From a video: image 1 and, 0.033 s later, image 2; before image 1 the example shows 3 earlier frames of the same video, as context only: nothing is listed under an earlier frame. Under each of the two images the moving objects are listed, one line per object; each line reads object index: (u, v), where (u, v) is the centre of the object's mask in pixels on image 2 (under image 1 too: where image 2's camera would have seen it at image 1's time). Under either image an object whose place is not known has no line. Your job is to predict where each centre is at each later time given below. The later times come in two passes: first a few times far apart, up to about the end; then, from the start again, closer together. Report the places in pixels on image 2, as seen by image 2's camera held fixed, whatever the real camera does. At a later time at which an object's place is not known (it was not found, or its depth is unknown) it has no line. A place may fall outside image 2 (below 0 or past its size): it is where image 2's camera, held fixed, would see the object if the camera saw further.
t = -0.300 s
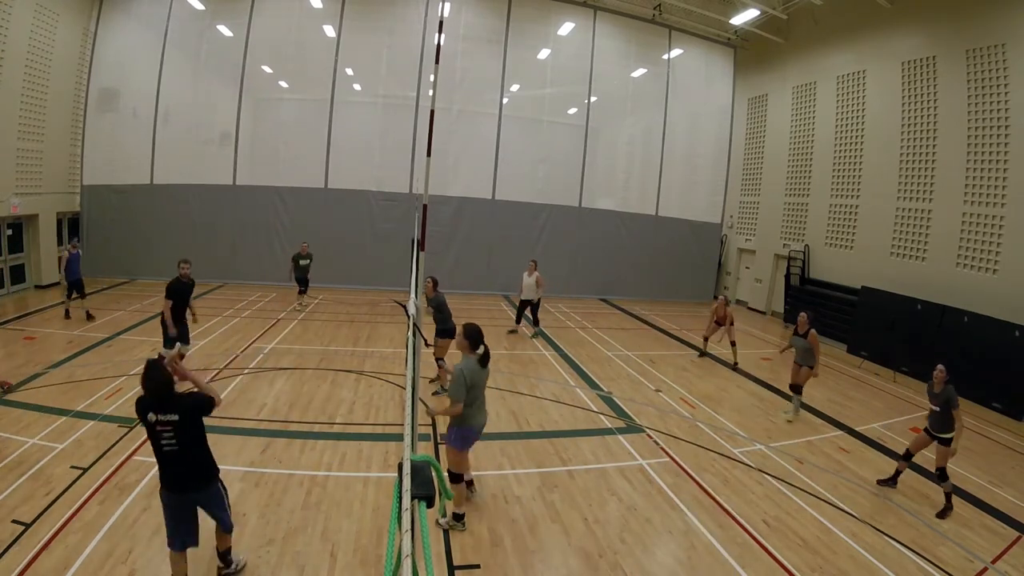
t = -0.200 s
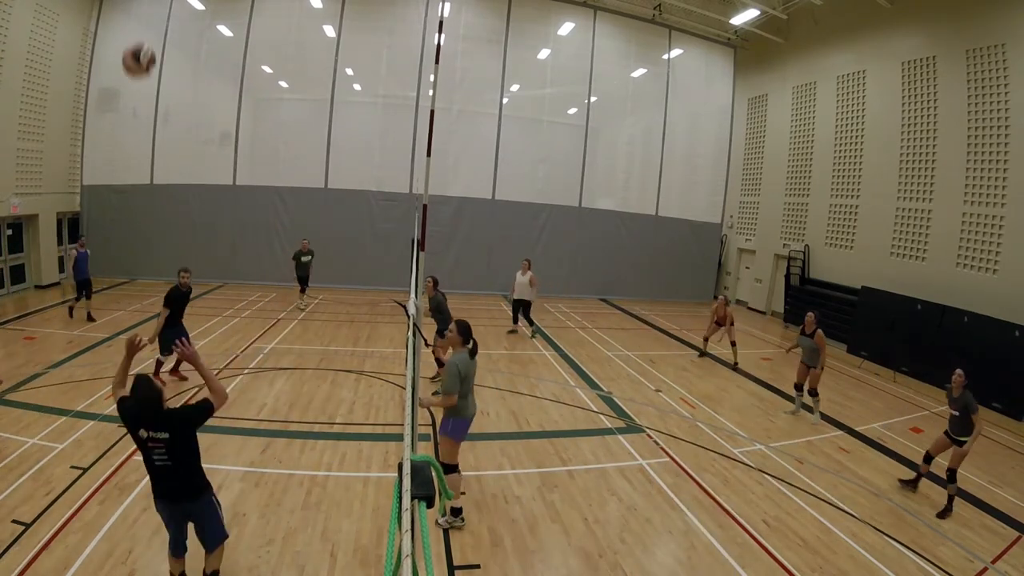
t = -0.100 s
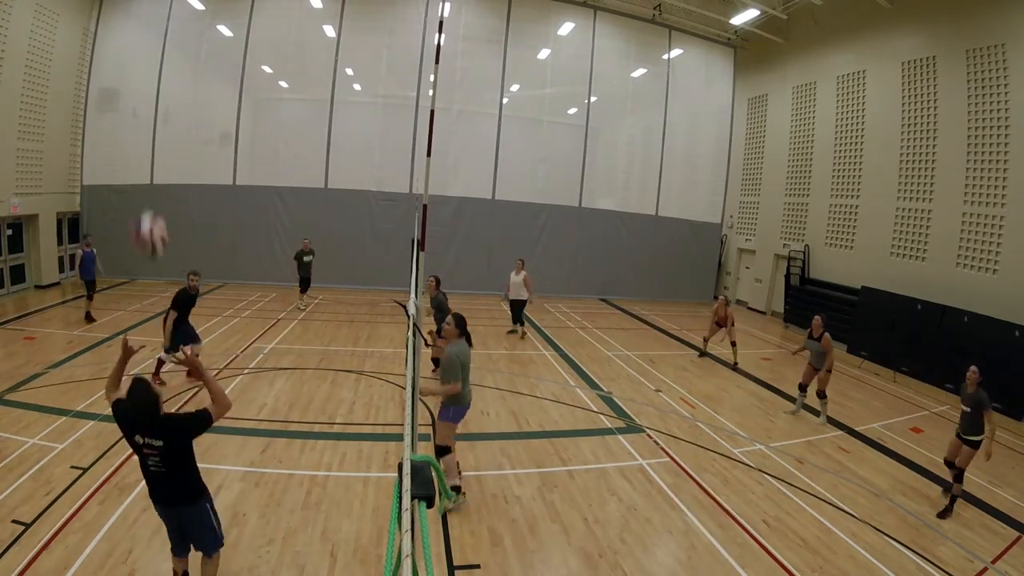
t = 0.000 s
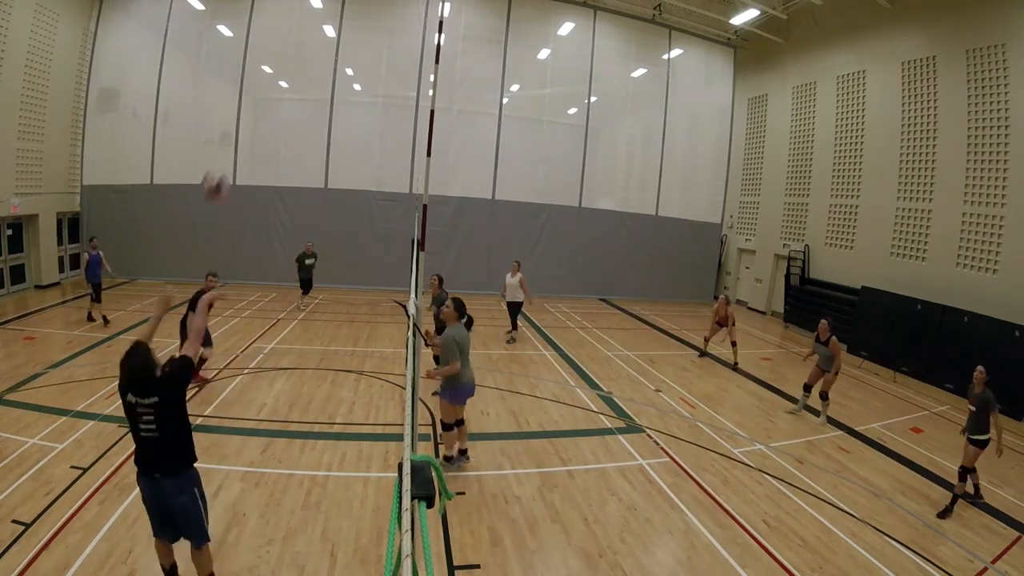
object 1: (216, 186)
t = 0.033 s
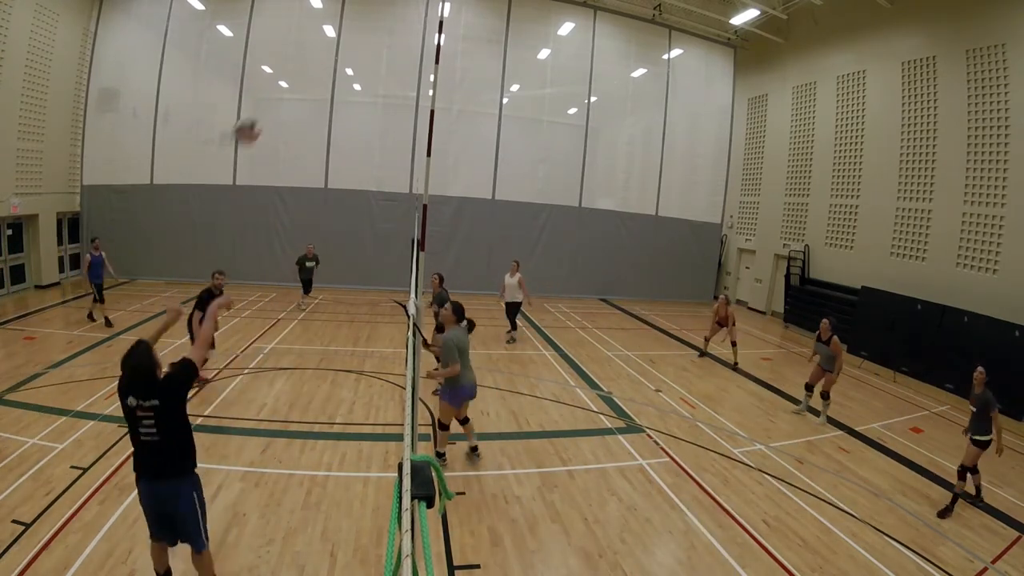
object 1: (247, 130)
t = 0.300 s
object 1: (365, 45)
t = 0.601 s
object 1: (389, 112)
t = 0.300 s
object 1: (365, 45)
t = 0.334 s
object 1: (371, 54)
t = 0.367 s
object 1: (376, 64)
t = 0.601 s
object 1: (389, 112)
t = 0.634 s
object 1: (390, 119)
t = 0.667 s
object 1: (391, 127)
